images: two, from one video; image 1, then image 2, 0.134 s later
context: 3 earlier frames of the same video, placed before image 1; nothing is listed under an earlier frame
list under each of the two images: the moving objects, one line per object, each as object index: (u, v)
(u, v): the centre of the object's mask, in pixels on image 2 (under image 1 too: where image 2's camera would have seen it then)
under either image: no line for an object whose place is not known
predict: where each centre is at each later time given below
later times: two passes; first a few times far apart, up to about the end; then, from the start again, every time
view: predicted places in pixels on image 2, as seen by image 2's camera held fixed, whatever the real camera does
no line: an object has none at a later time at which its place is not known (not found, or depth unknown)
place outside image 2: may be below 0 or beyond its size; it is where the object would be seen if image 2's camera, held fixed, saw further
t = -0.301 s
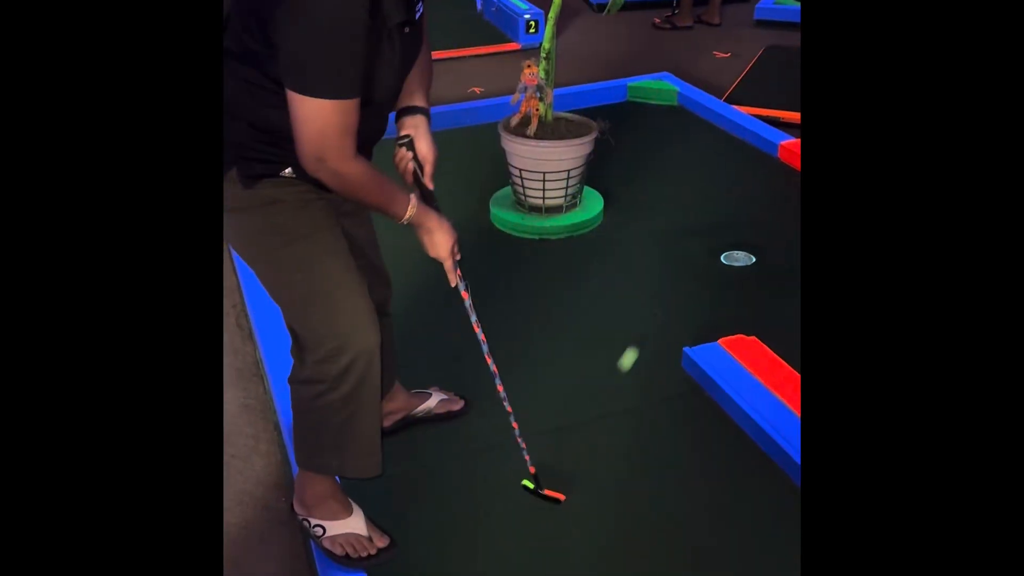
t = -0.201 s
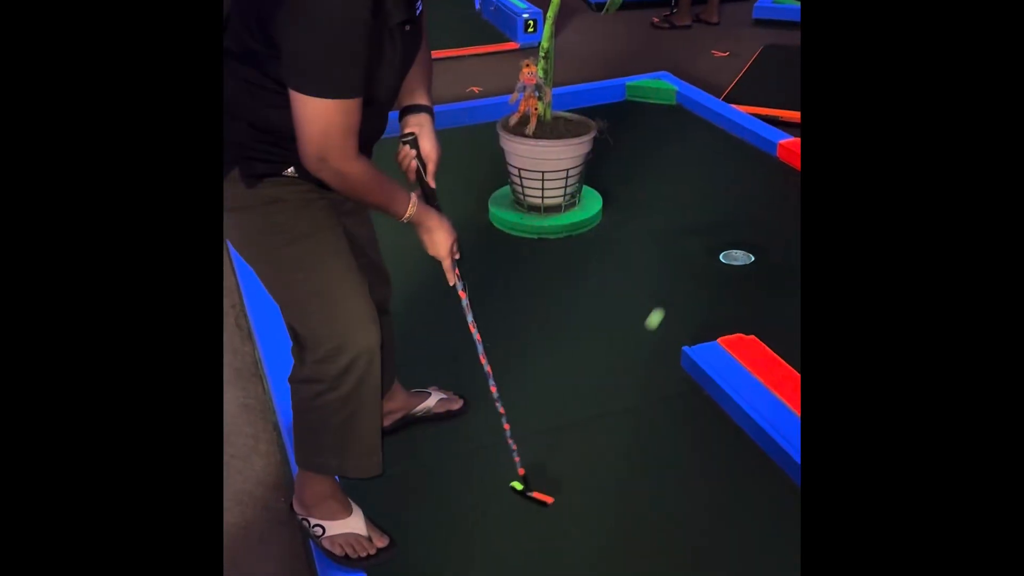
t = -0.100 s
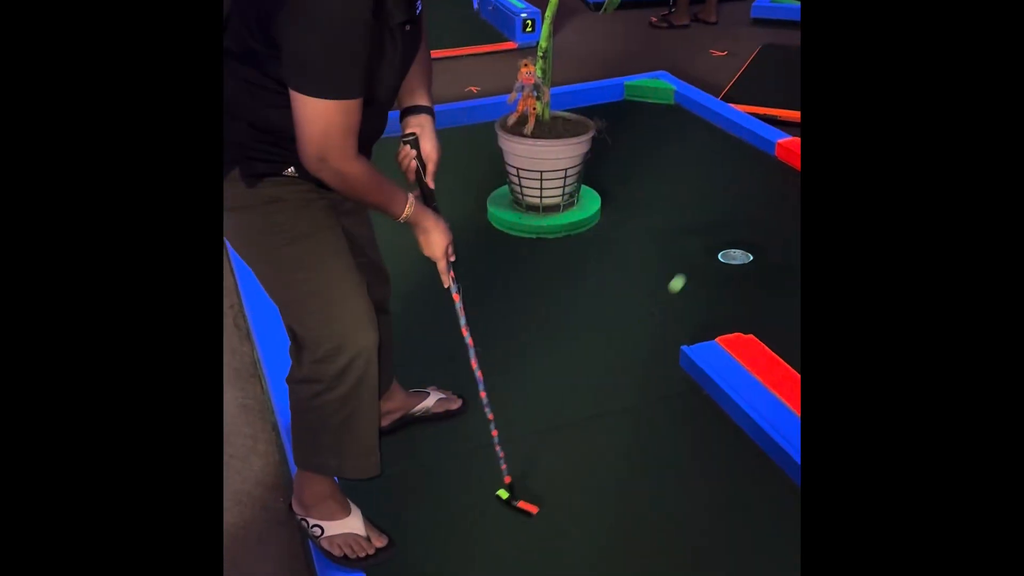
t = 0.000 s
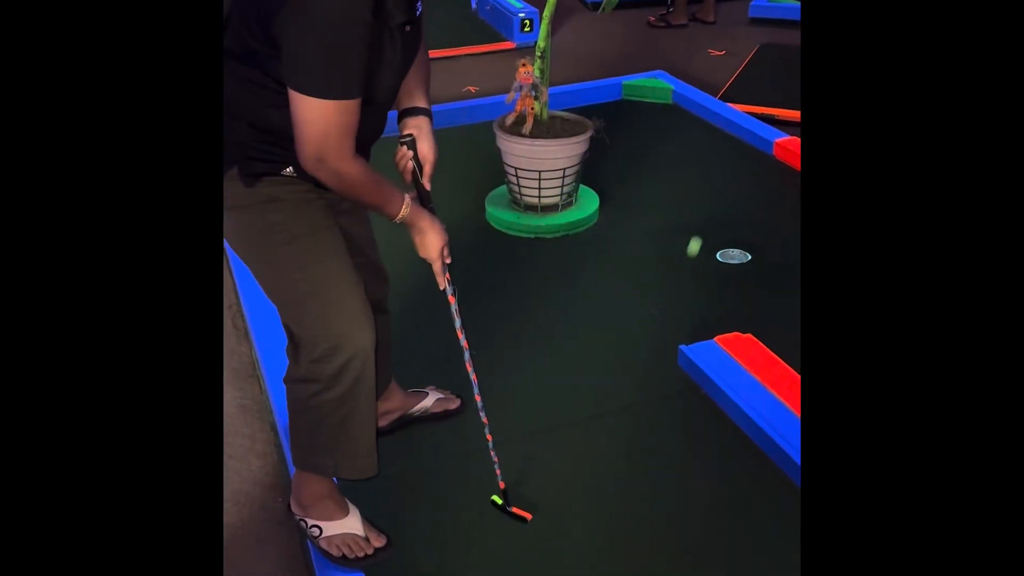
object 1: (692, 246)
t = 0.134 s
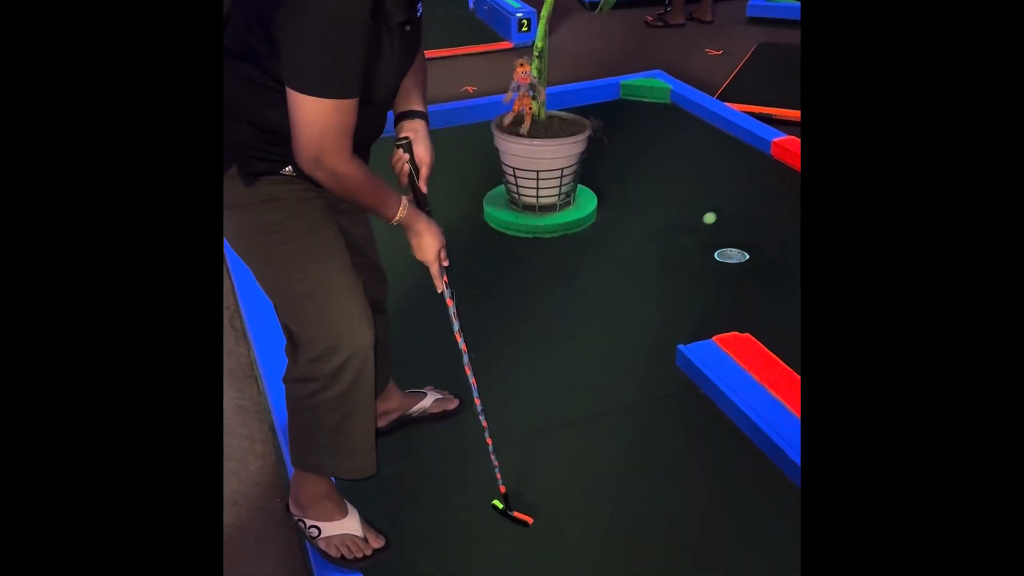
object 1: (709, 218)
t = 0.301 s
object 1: (724, 183)
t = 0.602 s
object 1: (717, 138)
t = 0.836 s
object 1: (654, 123)
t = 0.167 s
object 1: (713, 212)
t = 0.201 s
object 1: (716, 205)
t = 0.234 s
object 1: (719, 197)
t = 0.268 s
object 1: (722, 190)
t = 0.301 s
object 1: (724, 183)
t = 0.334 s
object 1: (727, 177)
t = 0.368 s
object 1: (730, 170)
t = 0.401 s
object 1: (733, 163)
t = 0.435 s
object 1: (735, 158)
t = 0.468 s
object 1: (738, 152)
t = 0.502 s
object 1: (740, 147)
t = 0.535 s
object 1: (739, 142)
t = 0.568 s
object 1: (728, 140)
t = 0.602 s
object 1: (717, 138)
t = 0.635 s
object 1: (705, 137)
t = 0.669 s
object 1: (696, 134)
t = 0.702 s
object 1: (687, 132)
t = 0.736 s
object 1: (679, 130)
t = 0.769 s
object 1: (670, 128)
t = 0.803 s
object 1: (662, 126)
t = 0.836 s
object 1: (654, 123)
